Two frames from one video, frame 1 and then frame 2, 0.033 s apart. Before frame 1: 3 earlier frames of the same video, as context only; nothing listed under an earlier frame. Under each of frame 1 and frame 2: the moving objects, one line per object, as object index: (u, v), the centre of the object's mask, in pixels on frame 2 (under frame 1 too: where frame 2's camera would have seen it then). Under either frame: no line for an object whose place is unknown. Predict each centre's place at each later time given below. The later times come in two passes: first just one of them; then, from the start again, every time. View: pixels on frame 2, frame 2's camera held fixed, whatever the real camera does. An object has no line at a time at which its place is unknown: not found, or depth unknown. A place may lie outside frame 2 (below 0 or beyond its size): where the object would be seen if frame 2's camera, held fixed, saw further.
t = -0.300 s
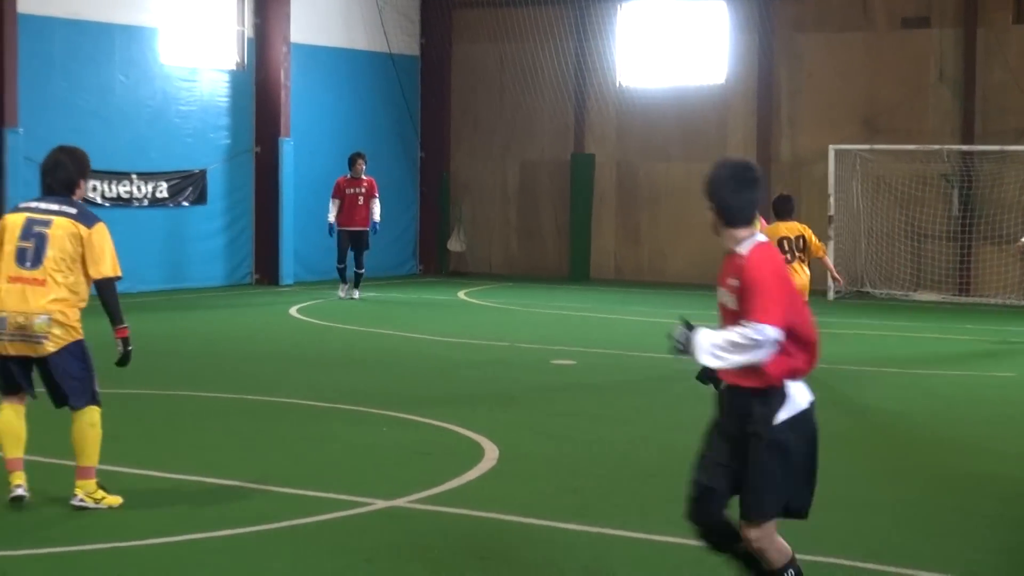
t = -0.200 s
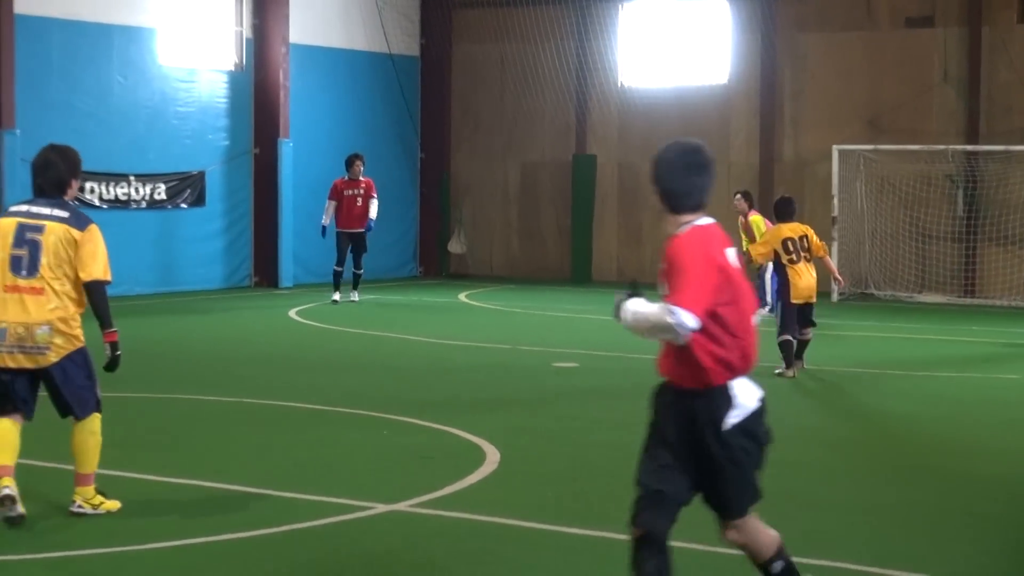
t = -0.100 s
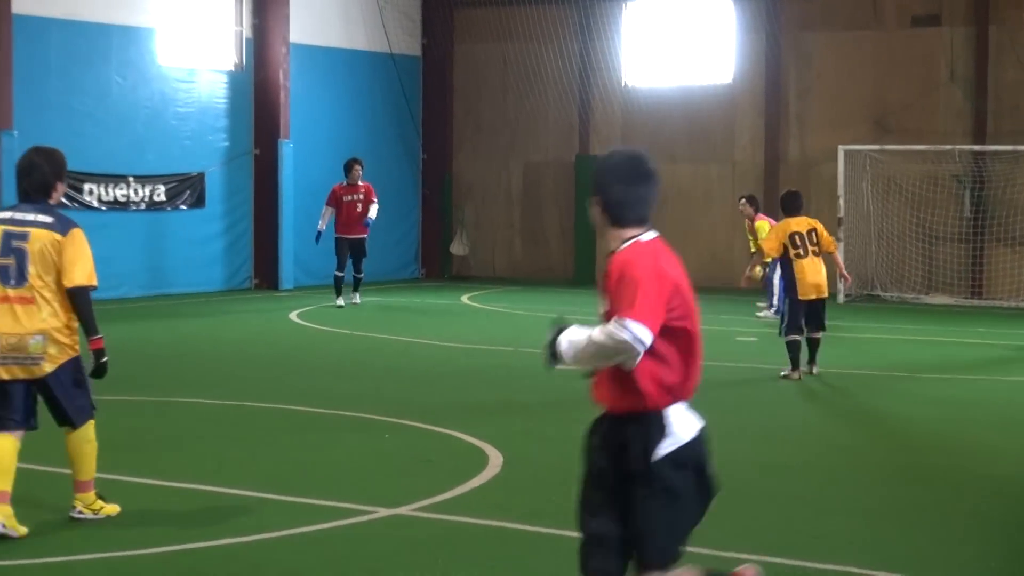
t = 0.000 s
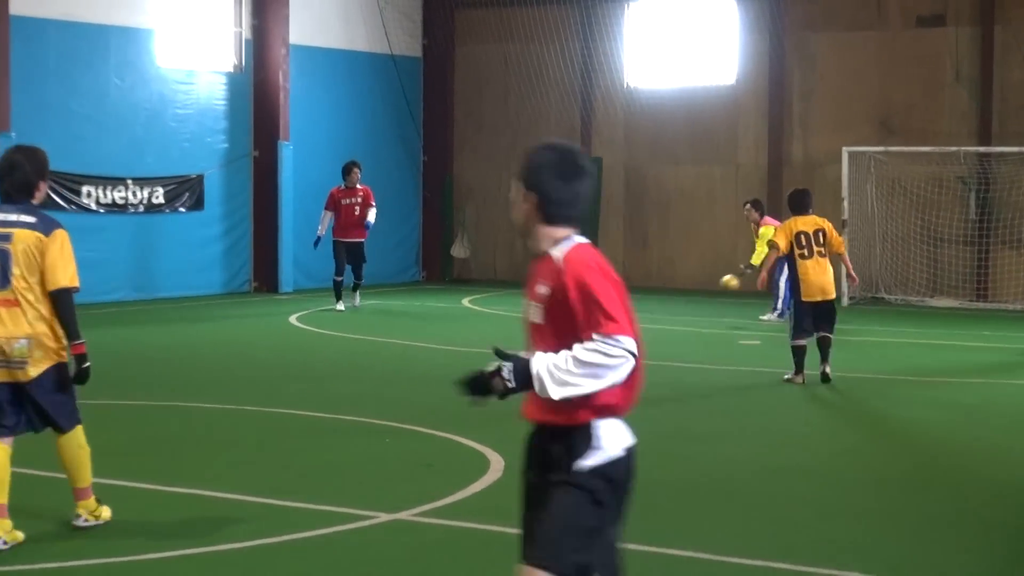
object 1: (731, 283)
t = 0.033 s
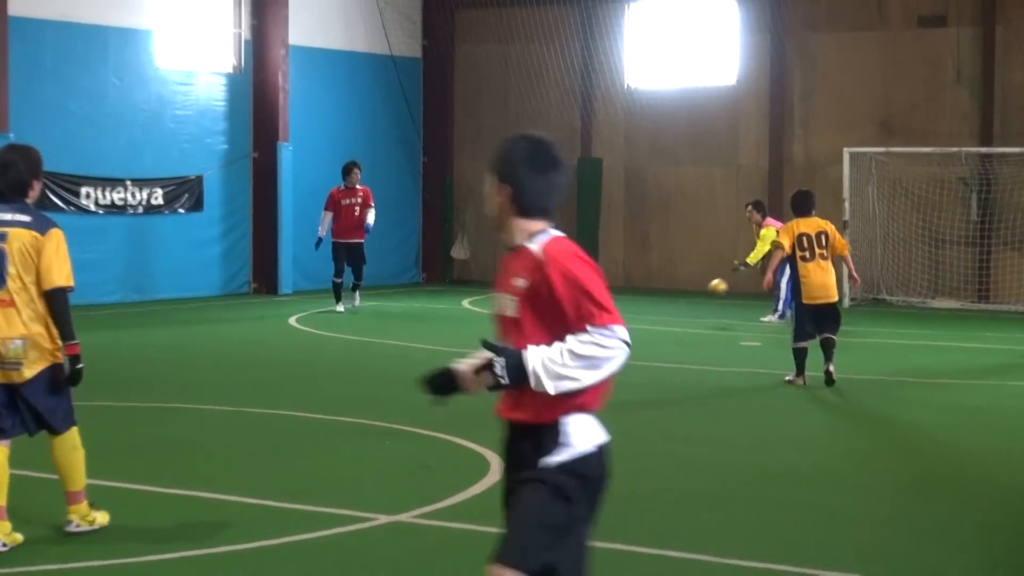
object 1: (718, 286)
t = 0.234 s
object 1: (647, 309)
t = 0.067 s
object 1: (705, 291)
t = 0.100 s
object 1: (692, 296)
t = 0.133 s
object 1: (680, 302)
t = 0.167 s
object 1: (668, 309)
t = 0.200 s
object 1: (656, 313)
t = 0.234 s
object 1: (647, 309)
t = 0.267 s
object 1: (638, 307)
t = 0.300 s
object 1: (628, 305)
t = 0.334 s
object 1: (619, 305)
